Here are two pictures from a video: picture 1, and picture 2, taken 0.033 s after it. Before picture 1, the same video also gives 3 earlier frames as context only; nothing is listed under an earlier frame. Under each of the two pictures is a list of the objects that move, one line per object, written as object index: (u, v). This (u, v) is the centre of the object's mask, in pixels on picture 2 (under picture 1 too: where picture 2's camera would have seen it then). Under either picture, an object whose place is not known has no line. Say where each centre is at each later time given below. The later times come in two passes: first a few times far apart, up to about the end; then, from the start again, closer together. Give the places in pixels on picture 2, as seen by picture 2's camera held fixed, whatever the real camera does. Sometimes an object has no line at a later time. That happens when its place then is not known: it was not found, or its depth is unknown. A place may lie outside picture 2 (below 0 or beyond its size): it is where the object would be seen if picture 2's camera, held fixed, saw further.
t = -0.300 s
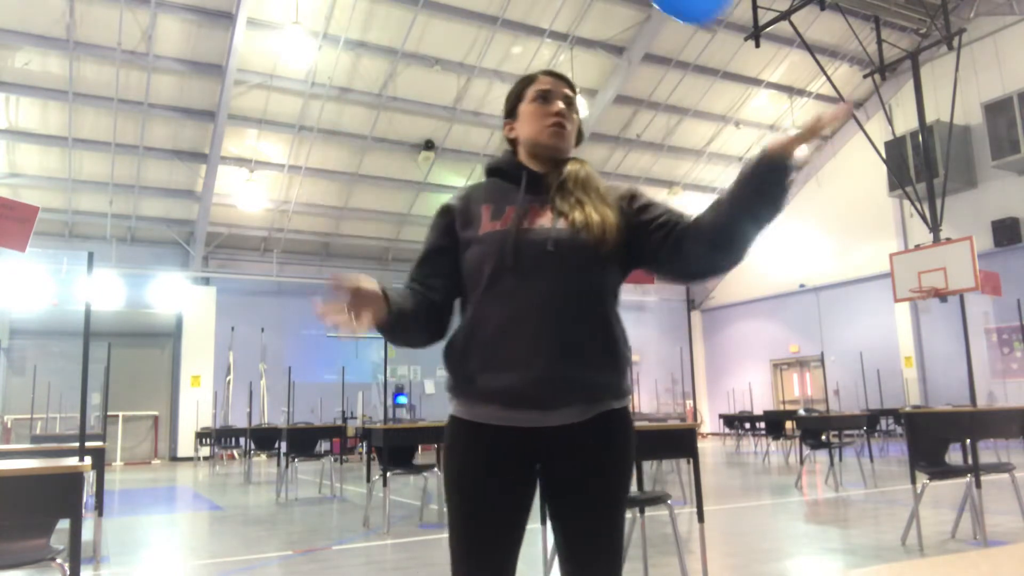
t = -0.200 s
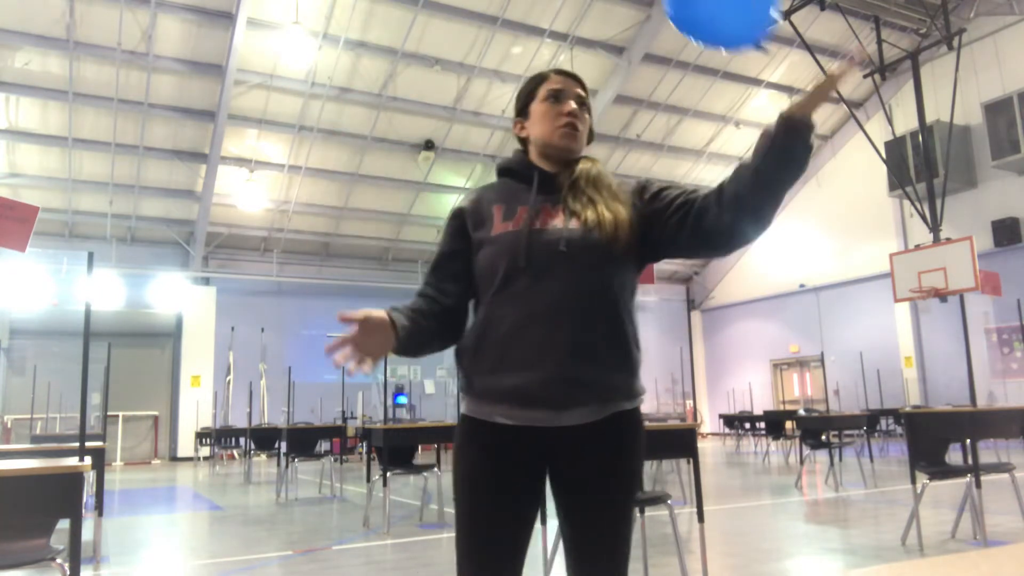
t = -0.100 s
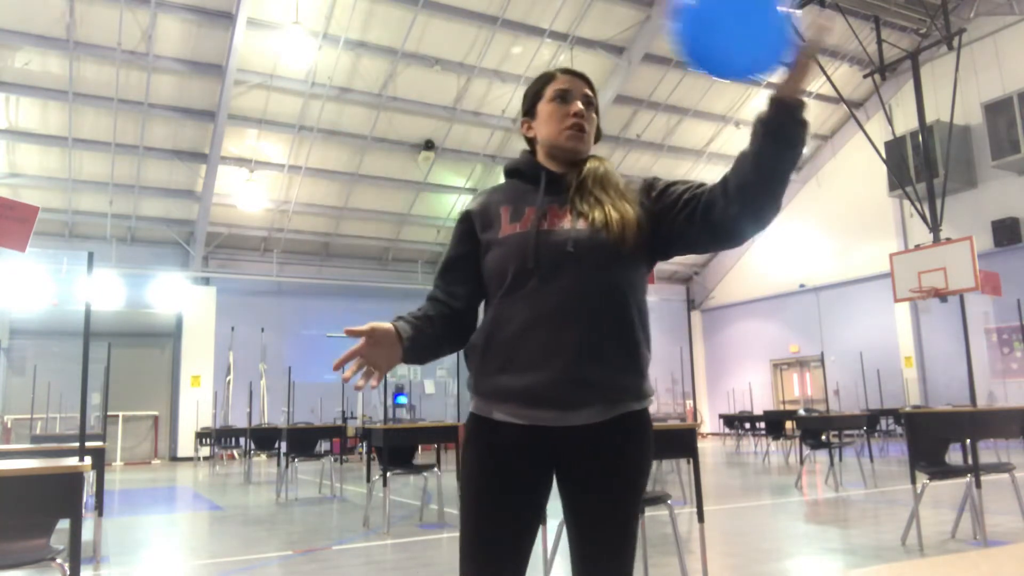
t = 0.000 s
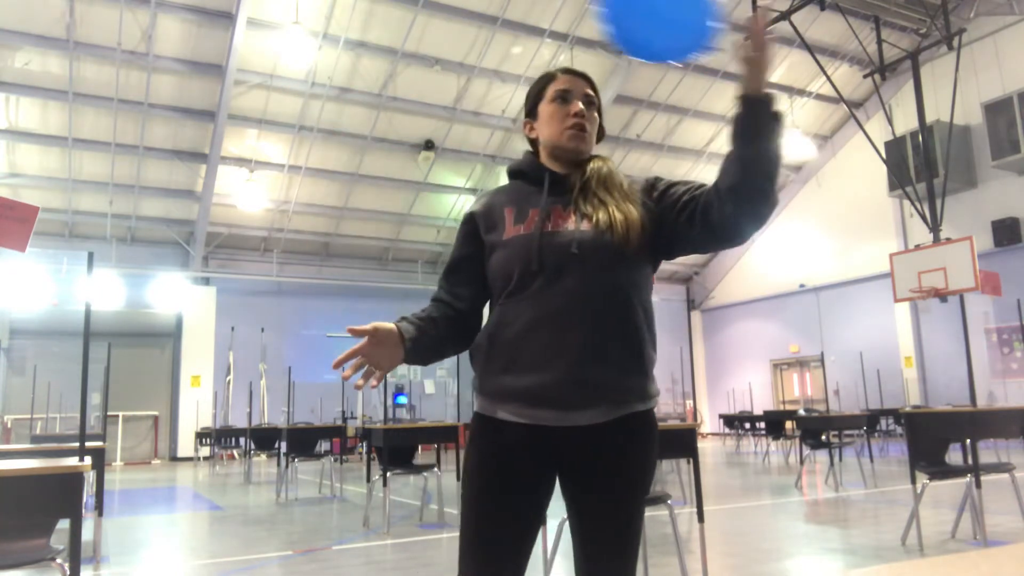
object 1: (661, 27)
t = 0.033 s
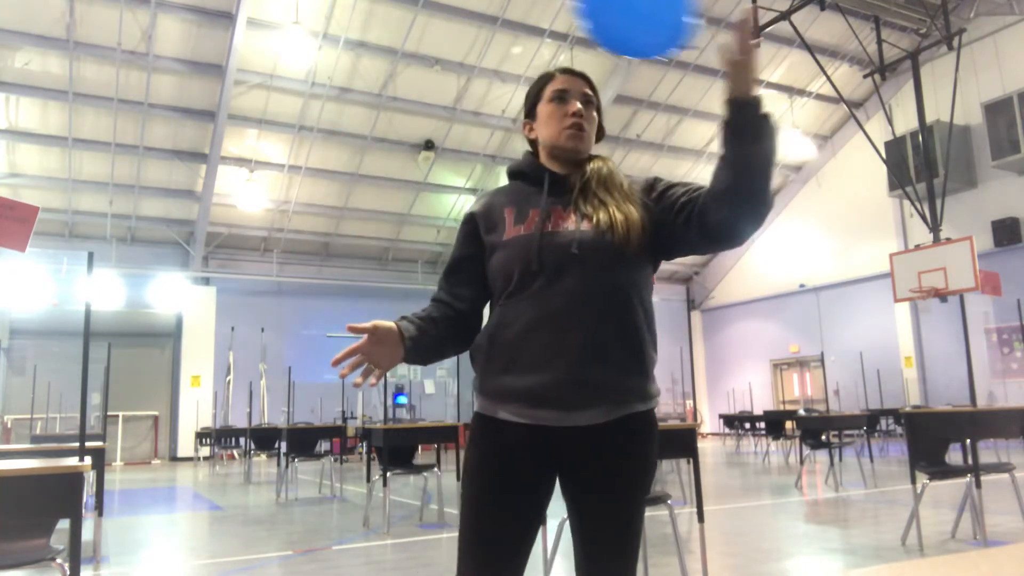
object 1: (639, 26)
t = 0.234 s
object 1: (516, 24)
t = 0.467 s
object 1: (395, 43)
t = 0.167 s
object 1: (557, 23)
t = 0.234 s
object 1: (516, 24)
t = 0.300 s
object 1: (480, 29)
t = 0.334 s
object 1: (461, 29)
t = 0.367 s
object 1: (445, 33)
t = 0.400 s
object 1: (428, 36)
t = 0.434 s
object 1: (412, 38)
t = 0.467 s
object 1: (395, 43)
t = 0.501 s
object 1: (379, 51)
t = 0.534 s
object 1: (361, 57)
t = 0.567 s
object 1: (345, 71)
